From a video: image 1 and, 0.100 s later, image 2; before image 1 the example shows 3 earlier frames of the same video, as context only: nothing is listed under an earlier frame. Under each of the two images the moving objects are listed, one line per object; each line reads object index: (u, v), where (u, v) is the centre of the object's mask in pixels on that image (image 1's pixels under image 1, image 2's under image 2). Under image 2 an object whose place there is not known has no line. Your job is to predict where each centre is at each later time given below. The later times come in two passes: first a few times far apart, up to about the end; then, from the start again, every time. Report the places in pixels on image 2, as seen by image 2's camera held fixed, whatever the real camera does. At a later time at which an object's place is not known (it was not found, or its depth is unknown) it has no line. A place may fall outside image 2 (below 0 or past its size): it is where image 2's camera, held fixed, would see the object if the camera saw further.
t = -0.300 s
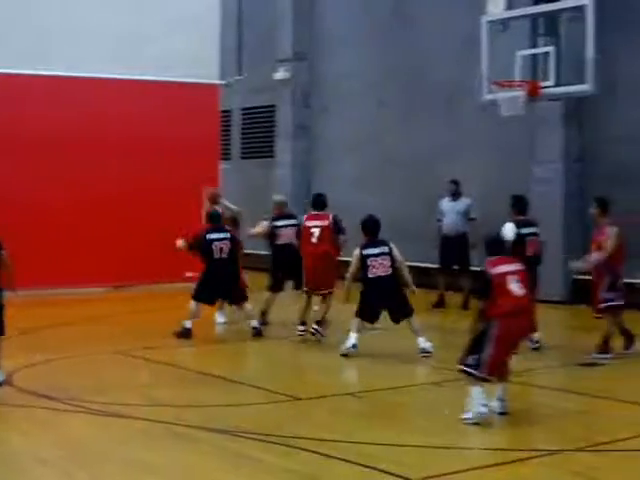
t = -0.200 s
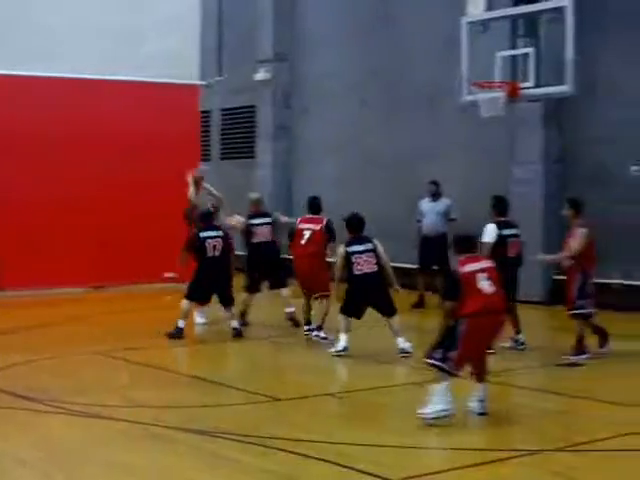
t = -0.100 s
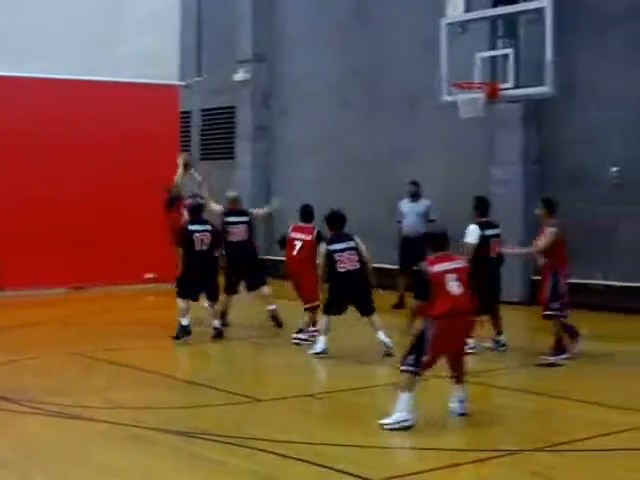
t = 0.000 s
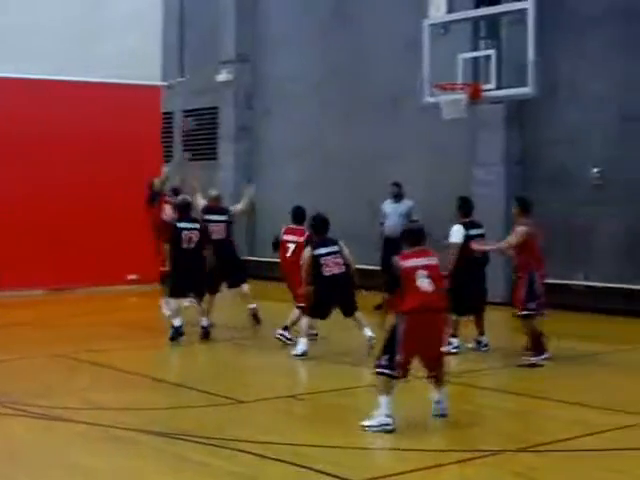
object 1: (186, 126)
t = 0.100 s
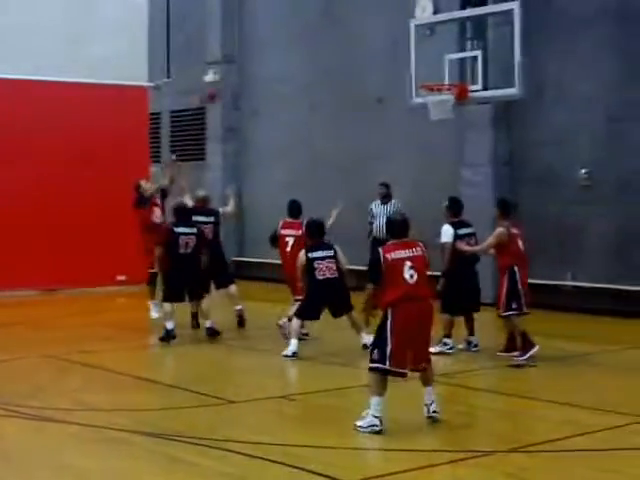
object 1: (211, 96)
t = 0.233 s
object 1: (253, 59)
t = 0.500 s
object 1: (343, 23)
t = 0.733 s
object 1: (389, 36)
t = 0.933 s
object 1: (333, 84)
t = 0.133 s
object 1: (218, 87)
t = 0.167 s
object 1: (231, 77)
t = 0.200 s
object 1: (244, 69)
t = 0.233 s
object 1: (253, 59)
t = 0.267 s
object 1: (265, 52)
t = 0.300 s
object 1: (276, 45)
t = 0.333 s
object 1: (286, 39)
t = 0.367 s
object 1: (297, 33)
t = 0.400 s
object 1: (308, 29)
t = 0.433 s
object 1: (319, 26)
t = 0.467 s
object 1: (331, 25)
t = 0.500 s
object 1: (343, 23)
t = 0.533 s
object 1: (352, 23)
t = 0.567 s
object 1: (366, 23)
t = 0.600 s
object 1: (376, 24)
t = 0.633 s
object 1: (388, 25)
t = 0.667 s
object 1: (400, 26)
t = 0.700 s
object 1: (398, 30)
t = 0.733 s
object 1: (389, 36)
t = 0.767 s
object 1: (379, 41)
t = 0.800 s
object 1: (369, 48)
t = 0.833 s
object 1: (360, 56)
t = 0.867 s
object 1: (351, 65)
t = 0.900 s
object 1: (342, 74)
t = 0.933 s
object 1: (333, 84)
